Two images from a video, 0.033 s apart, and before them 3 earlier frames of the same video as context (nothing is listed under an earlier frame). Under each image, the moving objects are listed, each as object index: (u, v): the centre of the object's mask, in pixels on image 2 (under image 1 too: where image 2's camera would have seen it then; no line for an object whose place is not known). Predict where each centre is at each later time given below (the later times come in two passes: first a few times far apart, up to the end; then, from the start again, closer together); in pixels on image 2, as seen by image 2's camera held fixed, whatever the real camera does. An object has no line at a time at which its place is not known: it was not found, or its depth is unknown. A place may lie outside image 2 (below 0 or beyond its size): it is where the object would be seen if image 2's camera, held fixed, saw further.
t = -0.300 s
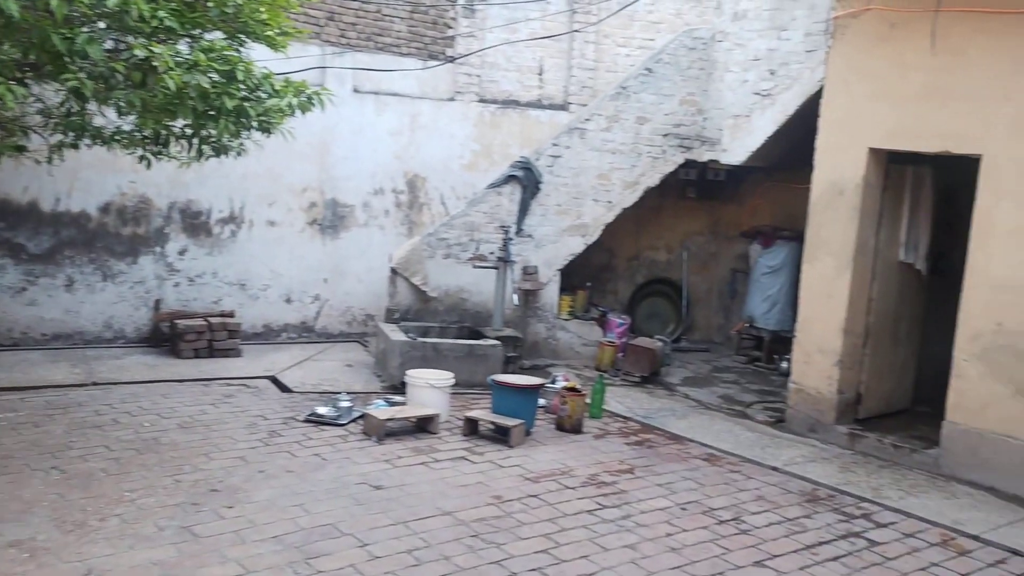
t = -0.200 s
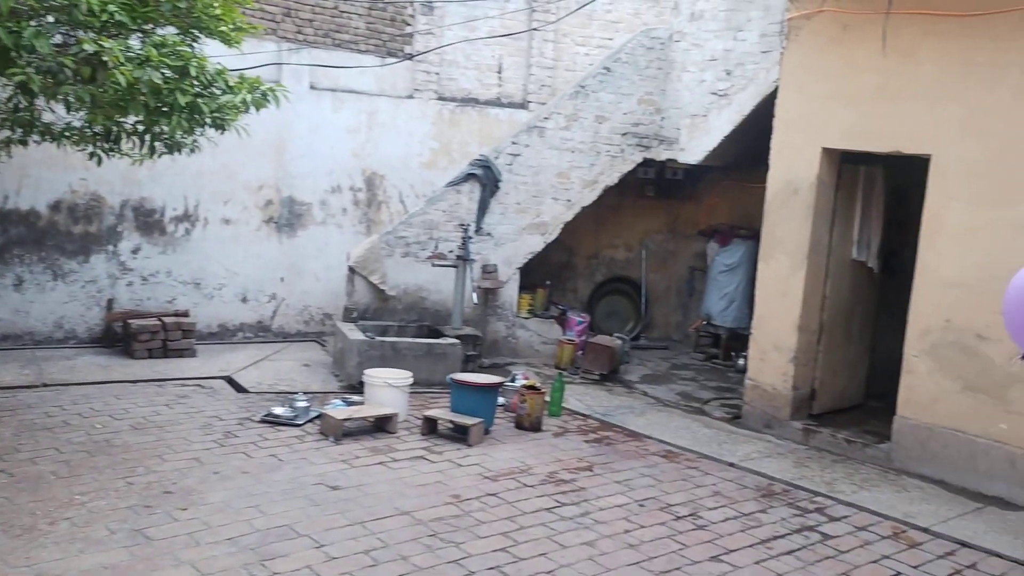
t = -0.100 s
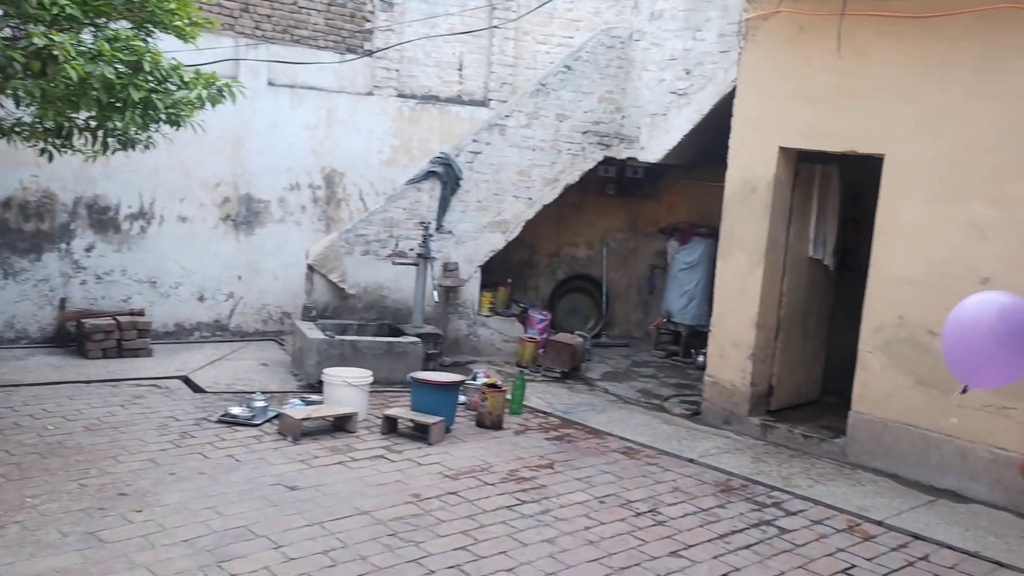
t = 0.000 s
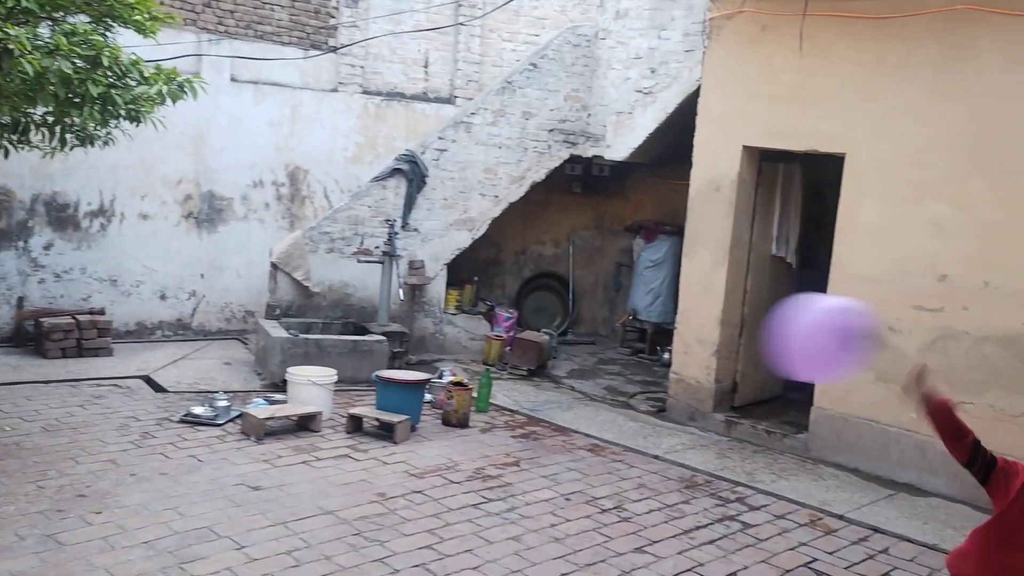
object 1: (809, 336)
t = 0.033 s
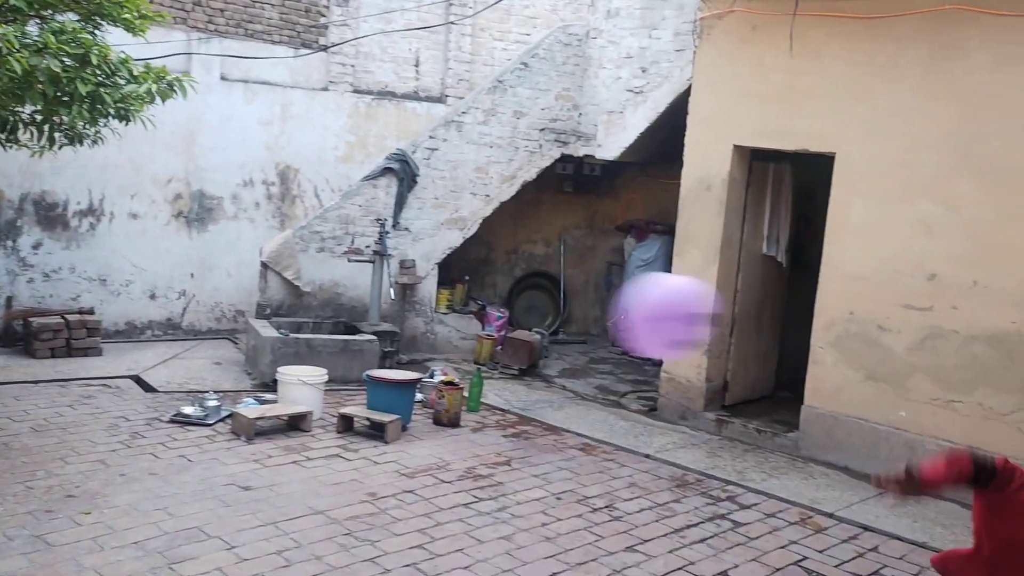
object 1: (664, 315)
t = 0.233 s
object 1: (160, 235)
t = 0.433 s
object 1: (21, 245)
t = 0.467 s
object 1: (15, 246)
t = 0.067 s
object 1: (546, 295)
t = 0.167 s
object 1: (284, 250)
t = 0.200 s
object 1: (216, 241)
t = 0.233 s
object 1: (160, 235)
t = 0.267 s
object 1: (112, 234)
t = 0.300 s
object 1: (76, 234)
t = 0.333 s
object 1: (59, 237)
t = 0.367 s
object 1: (46, 241)
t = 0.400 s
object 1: (34, 244)
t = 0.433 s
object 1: (21, 245)
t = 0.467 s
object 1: (15, 246)
